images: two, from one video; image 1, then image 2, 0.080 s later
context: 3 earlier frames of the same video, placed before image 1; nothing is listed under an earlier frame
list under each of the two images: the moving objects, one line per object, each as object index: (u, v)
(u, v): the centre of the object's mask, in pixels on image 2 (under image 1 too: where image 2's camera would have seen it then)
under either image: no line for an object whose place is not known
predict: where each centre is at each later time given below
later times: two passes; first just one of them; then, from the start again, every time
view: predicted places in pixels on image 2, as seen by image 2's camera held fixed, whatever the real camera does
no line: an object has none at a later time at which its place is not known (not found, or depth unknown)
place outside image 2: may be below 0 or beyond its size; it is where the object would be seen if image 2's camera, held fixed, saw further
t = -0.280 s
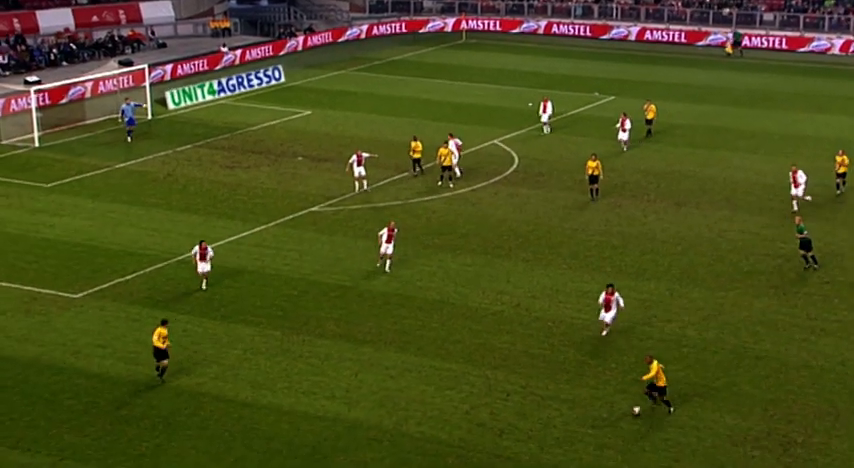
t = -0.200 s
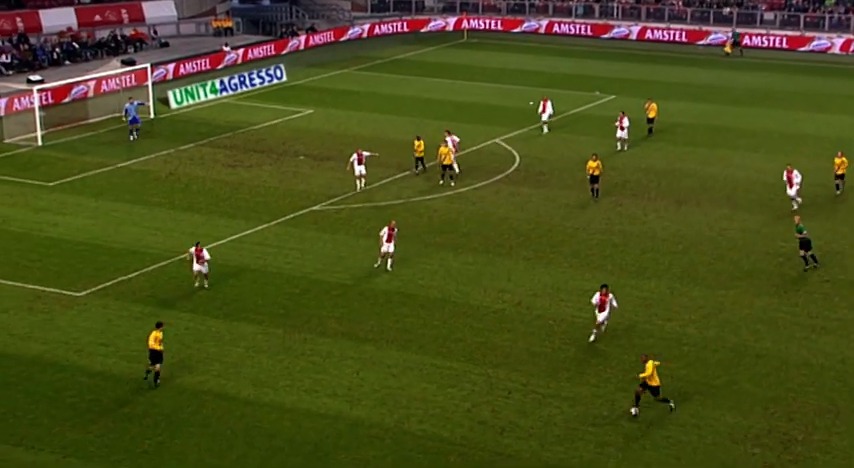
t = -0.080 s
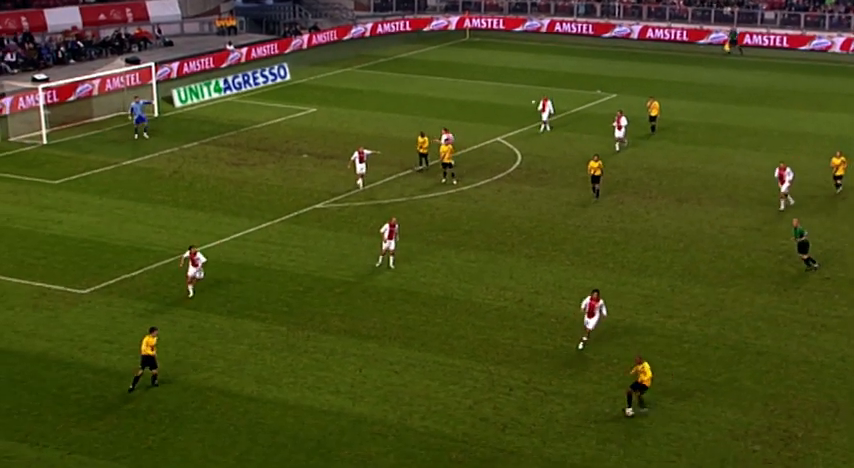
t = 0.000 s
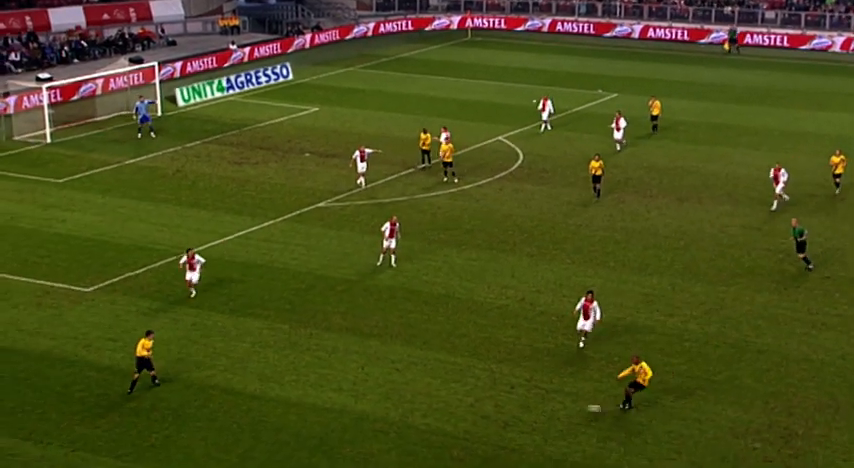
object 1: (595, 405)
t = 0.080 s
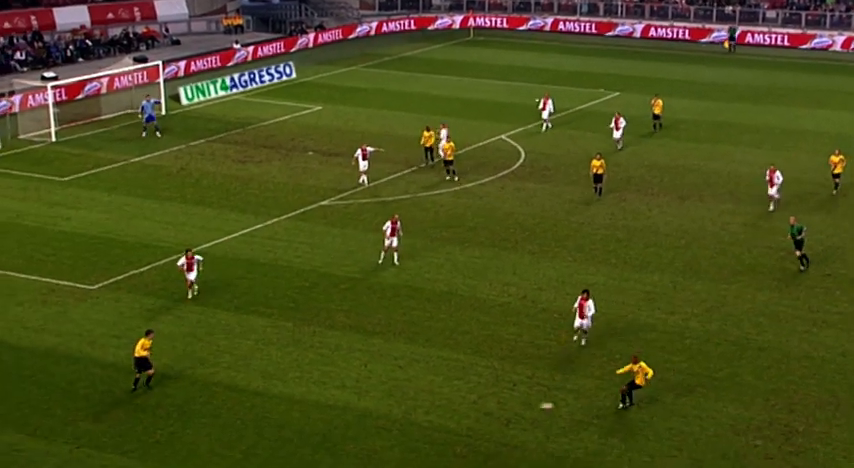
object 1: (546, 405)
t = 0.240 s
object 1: (448, 416)
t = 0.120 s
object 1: (521, 406)
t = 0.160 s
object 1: (497, 408)
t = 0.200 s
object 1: (472, 412)
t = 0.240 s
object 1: (448, 416)
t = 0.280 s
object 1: (423, 420)
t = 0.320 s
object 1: (399, 425)
